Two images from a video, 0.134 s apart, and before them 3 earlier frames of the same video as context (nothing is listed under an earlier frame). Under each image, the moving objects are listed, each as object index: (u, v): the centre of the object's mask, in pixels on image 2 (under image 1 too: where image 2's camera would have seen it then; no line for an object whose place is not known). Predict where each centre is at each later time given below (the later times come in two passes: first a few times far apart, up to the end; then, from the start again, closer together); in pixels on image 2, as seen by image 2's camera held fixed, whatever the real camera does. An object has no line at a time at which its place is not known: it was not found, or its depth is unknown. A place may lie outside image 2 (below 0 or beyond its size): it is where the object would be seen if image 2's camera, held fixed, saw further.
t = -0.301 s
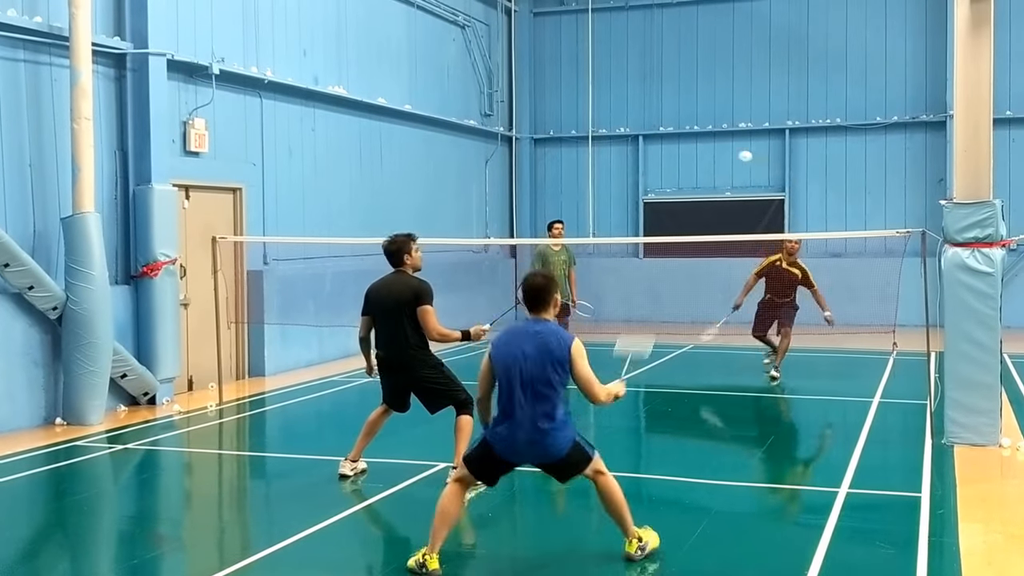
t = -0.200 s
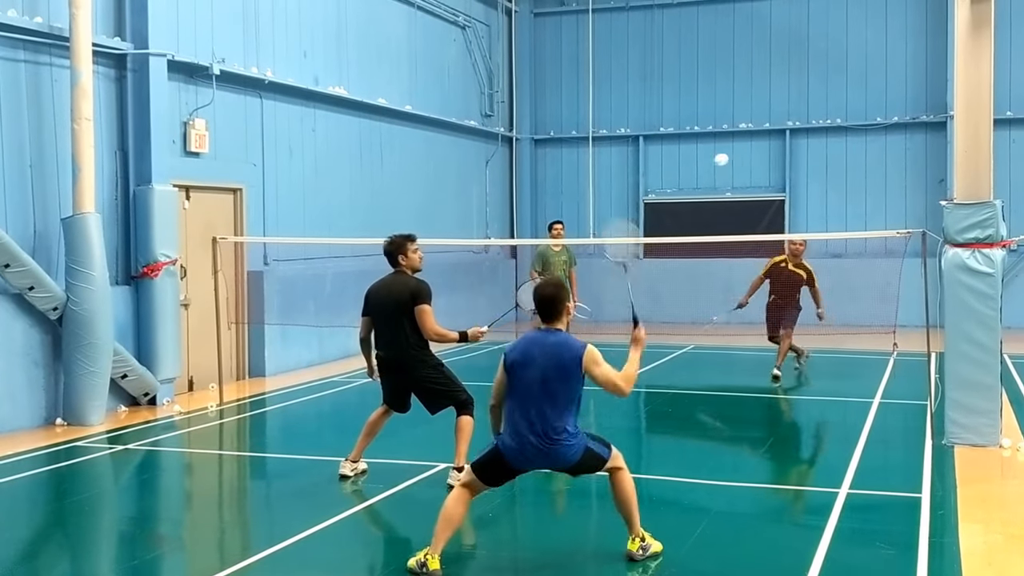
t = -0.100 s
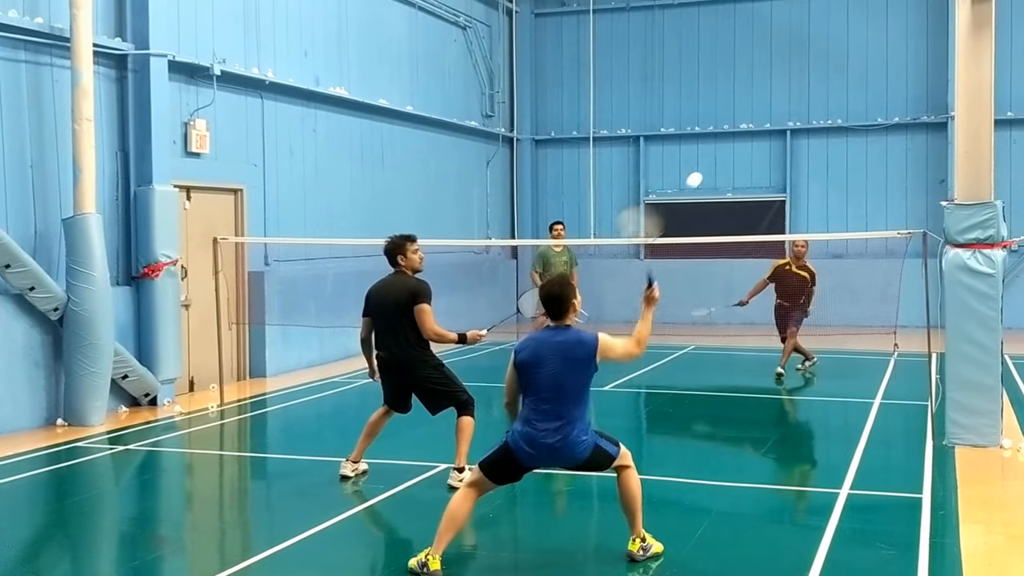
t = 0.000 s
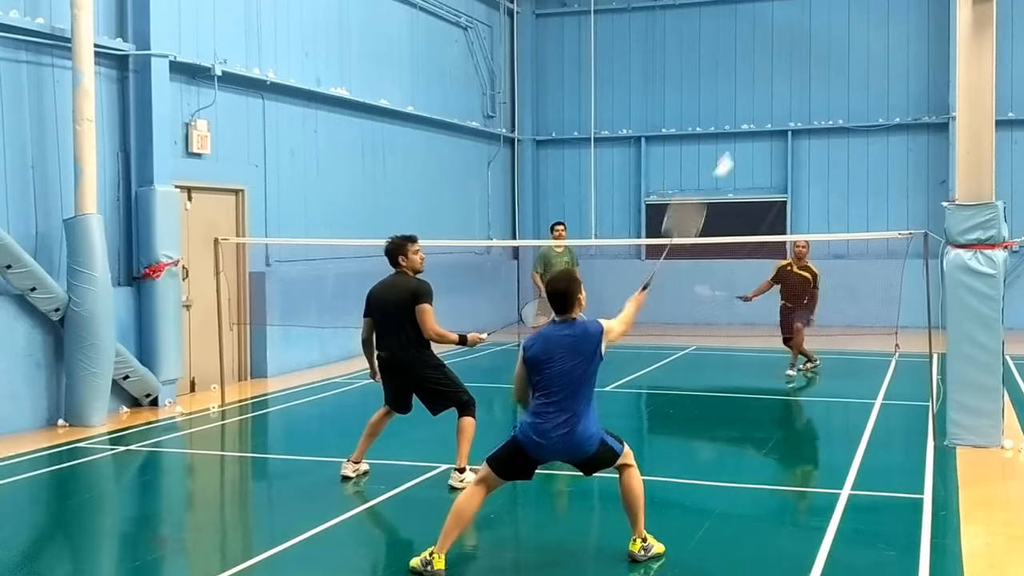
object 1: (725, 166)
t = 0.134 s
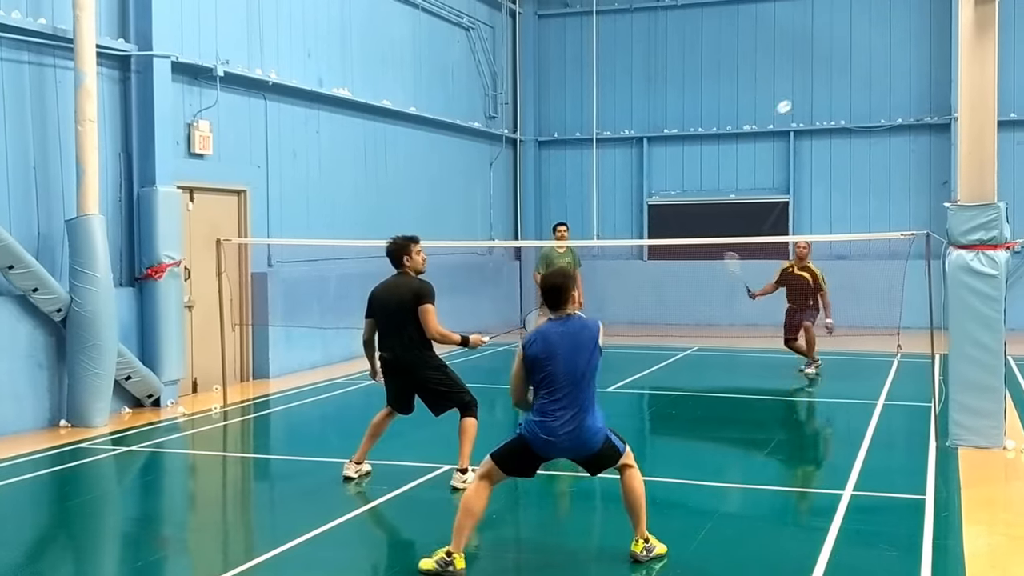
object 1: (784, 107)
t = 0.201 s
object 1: (802, 97)
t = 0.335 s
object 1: (830, 102)
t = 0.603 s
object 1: (864, 160)
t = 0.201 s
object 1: (802, 97)
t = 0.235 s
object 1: (810, 96)
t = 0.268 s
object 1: (818, 97)
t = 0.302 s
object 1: (824, 99)
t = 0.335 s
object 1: (830, 102)
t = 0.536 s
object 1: (856, 141)
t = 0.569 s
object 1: (860, 150)
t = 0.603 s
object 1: (864, 160)
